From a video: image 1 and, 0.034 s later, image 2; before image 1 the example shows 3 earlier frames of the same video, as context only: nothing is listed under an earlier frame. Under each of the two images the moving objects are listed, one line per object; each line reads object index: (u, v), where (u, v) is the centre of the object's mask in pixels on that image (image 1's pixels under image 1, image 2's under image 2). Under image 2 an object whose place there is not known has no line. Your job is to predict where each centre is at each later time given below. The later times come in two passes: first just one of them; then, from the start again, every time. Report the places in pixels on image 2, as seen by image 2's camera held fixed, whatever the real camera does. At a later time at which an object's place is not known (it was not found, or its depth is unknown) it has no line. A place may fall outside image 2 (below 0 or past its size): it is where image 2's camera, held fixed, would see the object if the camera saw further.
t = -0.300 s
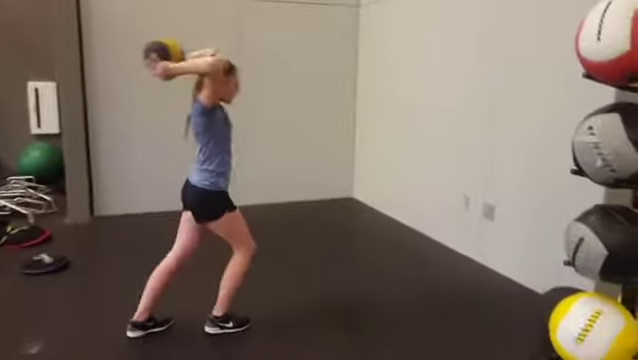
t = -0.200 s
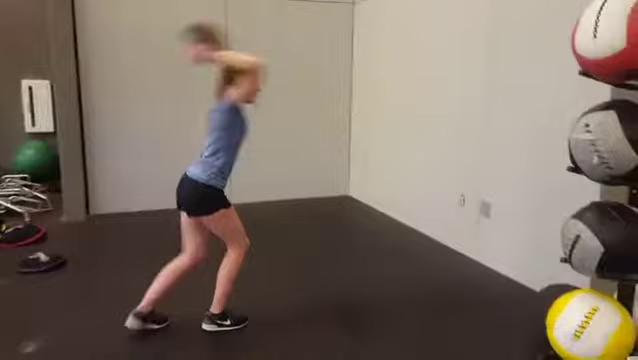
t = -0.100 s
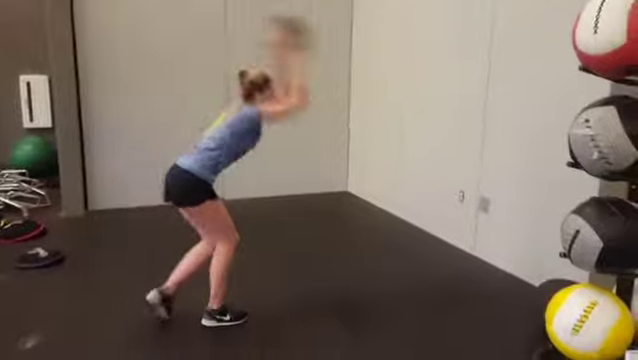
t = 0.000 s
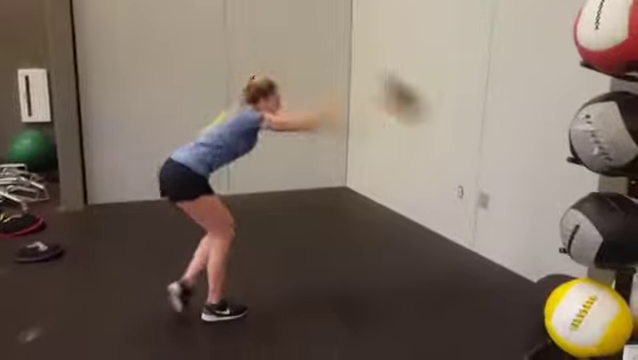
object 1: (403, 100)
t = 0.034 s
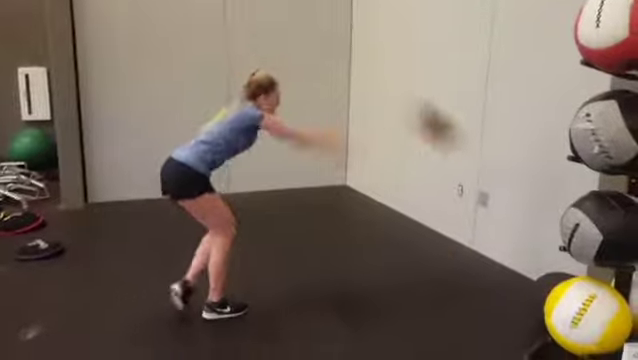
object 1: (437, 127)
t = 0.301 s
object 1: (430, 250)
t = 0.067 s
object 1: (467, 155)
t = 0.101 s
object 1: (494, 182)
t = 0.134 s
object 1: (519, 211)
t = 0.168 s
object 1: (502, 229)
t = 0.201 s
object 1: (480, 250)
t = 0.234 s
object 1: (457, 269)
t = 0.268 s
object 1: (439, 268)
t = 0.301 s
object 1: (430, 250)
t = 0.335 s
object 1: (414, 241)
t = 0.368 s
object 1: (401, 234)
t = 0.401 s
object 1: (388, 225)
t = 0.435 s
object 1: (371, 218)
